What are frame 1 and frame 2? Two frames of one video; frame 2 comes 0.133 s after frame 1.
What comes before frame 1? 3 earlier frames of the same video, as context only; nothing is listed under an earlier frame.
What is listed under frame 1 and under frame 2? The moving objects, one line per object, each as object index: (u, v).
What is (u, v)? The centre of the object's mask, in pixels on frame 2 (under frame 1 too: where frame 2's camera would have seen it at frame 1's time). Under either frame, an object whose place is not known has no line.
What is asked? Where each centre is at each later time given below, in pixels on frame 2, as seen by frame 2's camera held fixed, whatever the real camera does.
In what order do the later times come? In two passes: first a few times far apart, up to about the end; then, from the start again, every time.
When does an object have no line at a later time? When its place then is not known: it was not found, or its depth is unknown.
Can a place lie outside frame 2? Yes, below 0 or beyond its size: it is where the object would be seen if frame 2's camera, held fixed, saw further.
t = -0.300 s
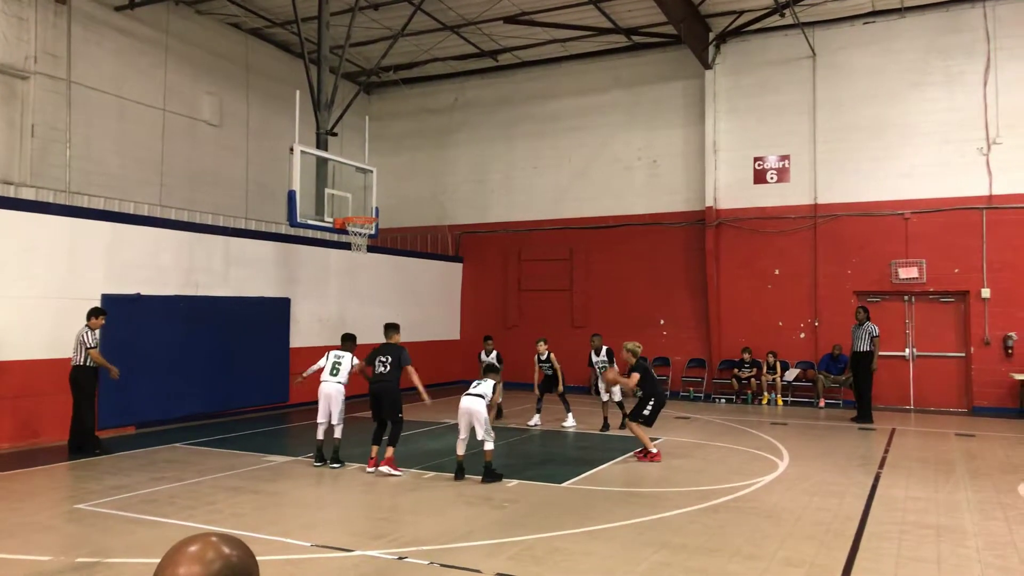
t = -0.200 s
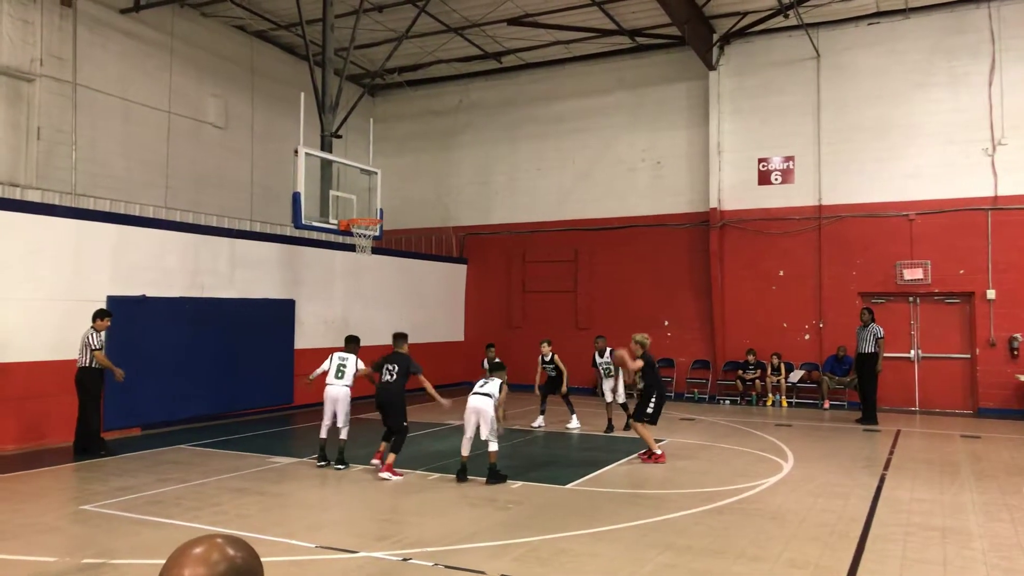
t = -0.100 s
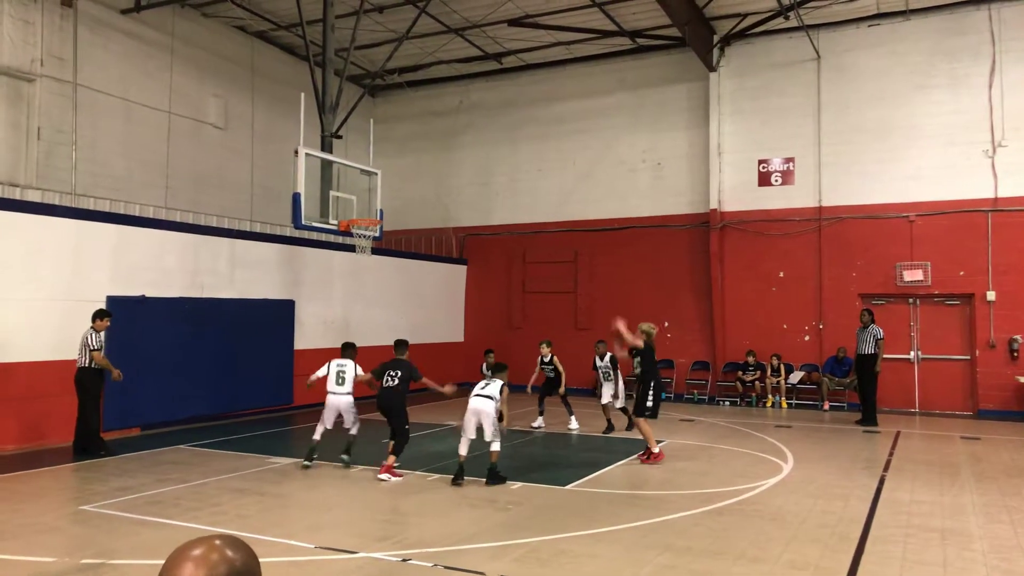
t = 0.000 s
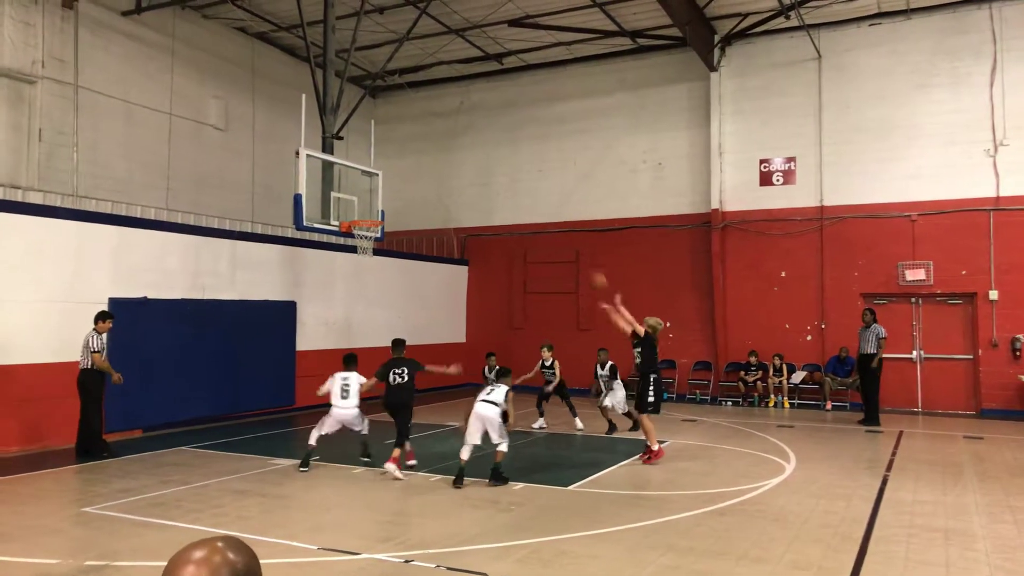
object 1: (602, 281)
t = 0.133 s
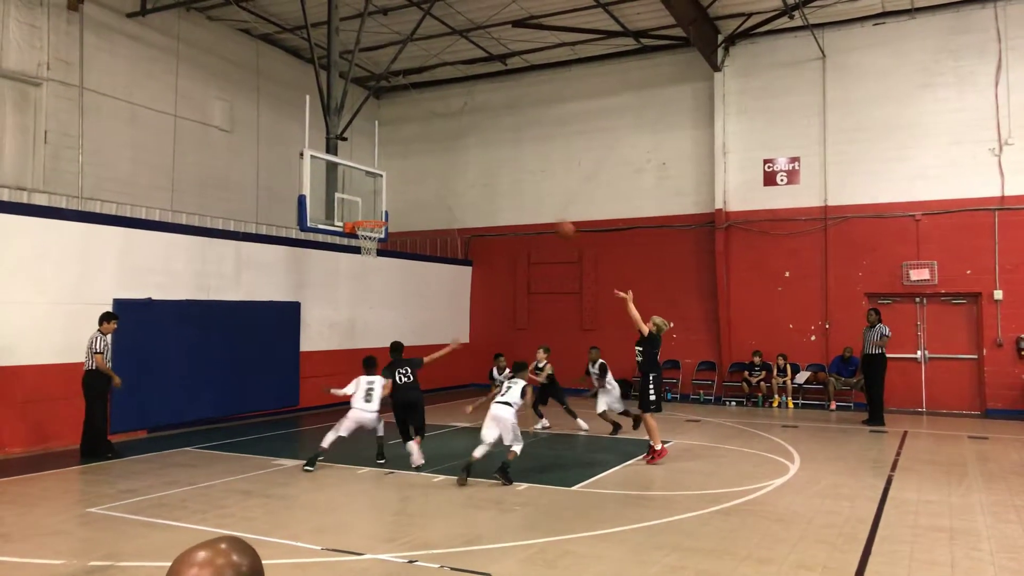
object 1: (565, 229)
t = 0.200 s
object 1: (547, 208)
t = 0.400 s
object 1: (497, 168)
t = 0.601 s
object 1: (452, 159)
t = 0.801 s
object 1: (410, 177)
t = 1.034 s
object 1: (363, 231)
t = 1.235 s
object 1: (353, 258)
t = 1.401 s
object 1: (347, 298)
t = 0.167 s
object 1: (555, 217)
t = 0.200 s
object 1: (547, 208)
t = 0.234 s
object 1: (538, 199)
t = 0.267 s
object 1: (530, 191)
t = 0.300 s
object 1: (522, 184)
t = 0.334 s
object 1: (513, 178)
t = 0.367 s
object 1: (505, 172)
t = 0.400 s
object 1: (497, 168)
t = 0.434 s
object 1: (489, 165)
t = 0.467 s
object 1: (482, 162)
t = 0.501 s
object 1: (475, 160)
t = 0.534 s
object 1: (467, 159)
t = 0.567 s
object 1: (459, 159)
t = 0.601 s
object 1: (452, 159)
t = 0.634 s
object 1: (445, 160)
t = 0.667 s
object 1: (438, 162)
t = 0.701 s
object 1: (430, 165)
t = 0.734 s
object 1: (423, 169)
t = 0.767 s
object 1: (417, 173)
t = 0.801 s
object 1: (410, 177)
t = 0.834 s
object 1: (403, 183)
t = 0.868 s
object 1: (396, 190)
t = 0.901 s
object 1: (390, 197)
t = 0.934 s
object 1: (383, 205)
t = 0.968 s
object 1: (376, 213)
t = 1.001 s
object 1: (371, 219)
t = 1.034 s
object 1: (363, 231)
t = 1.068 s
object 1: (360, 236)
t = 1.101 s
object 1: (359, 237)
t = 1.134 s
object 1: (357, 242)
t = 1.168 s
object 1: (355, 248)
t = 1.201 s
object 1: (355, 252)
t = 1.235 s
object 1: (353, 258)
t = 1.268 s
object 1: (352, 264)
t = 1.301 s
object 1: (351, 272)
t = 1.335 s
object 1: (350, 279)
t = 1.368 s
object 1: (349, 289)
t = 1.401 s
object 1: (347, 298)
